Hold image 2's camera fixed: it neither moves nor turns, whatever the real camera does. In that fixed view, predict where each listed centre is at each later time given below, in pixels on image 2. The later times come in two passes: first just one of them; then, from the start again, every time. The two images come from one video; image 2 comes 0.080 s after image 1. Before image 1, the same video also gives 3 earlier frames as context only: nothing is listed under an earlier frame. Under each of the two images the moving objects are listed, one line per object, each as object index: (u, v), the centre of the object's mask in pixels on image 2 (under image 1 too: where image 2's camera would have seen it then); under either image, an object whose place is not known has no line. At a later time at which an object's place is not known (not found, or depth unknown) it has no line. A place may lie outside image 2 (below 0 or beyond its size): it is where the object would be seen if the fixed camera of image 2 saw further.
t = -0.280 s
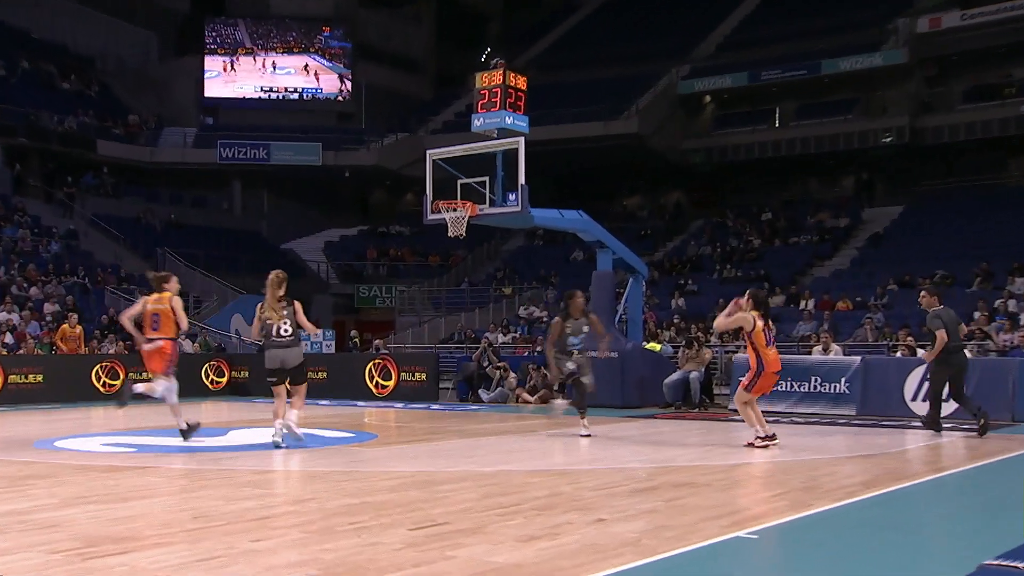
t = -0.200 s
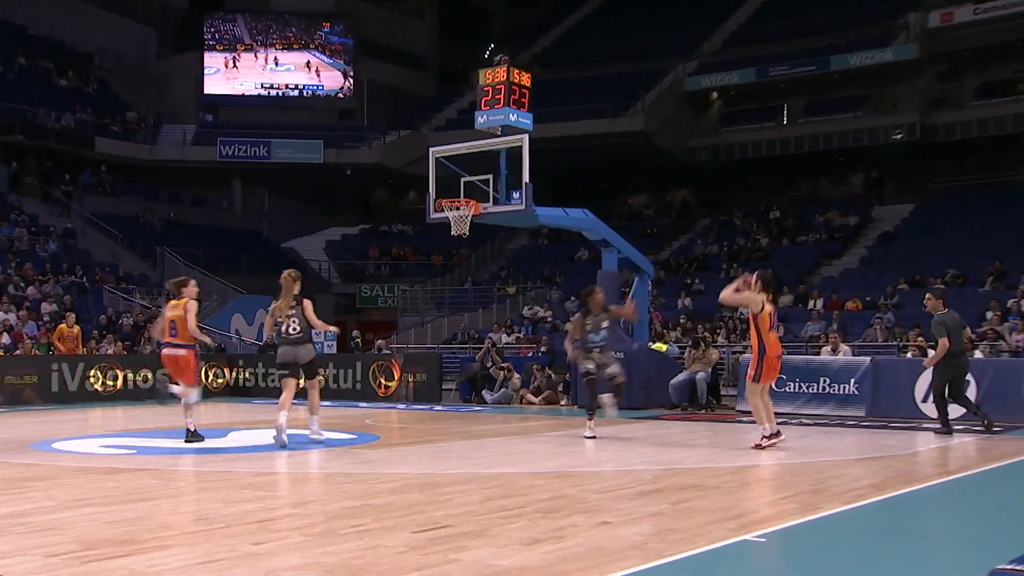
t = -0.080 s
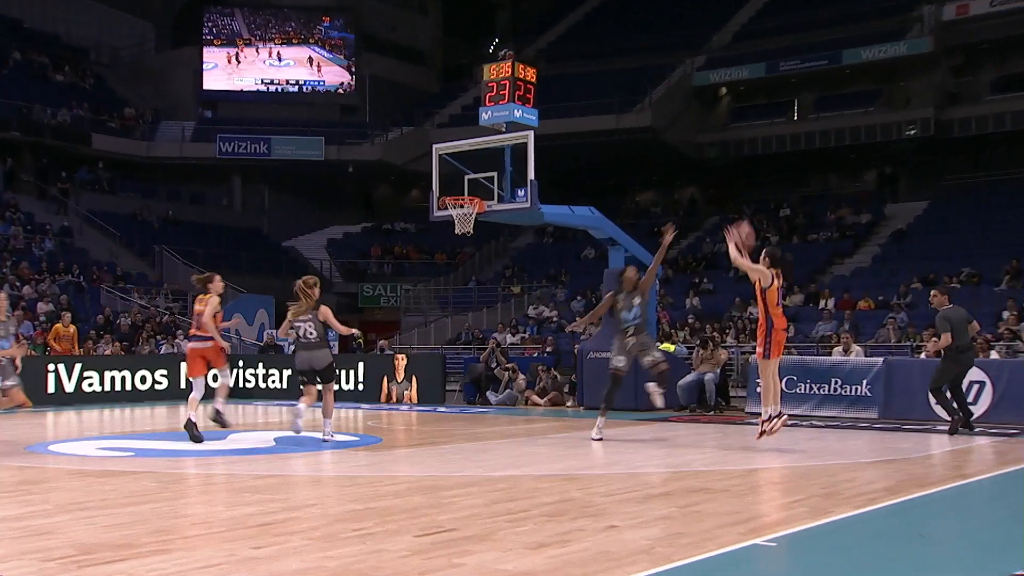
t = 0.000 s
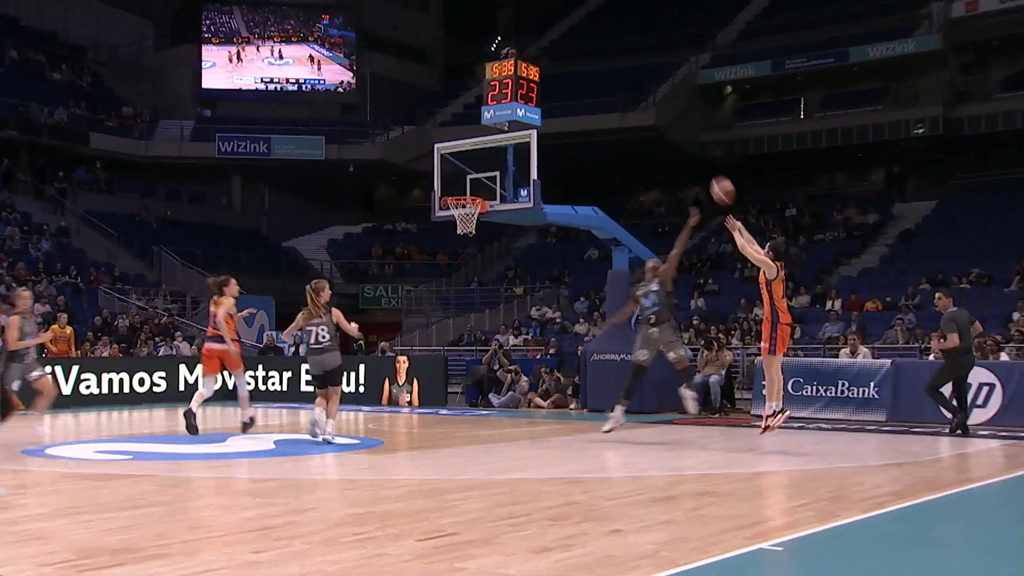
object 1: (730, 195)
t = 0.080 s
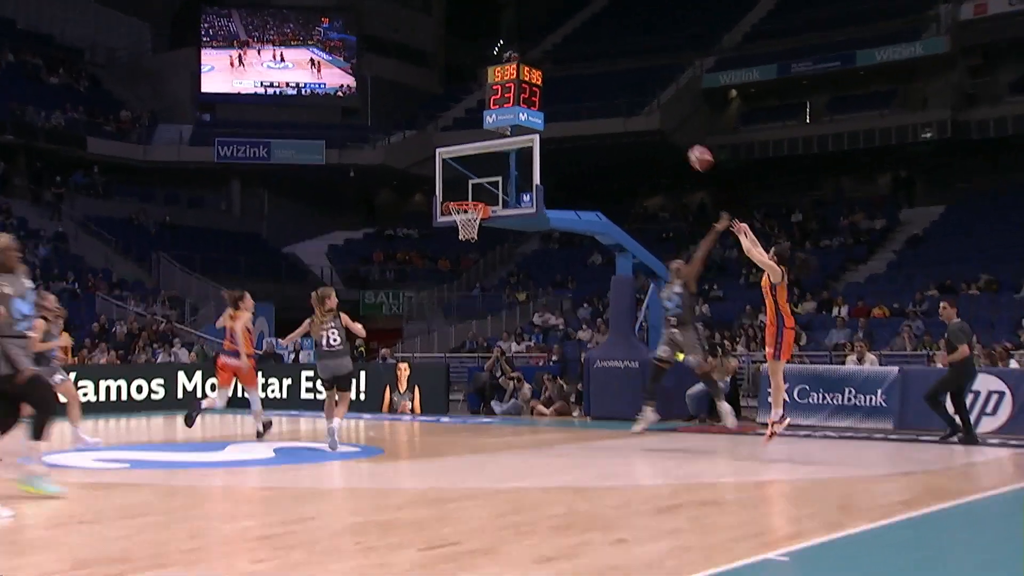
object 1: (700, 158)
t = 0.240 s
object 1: (651, 107)
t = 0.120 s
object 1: (687, 142)
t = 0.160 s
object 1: (675, 129)
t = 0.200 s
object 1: (662, 117)
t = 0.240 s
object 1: (651, 107)
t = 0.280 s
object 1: (640, 98)
